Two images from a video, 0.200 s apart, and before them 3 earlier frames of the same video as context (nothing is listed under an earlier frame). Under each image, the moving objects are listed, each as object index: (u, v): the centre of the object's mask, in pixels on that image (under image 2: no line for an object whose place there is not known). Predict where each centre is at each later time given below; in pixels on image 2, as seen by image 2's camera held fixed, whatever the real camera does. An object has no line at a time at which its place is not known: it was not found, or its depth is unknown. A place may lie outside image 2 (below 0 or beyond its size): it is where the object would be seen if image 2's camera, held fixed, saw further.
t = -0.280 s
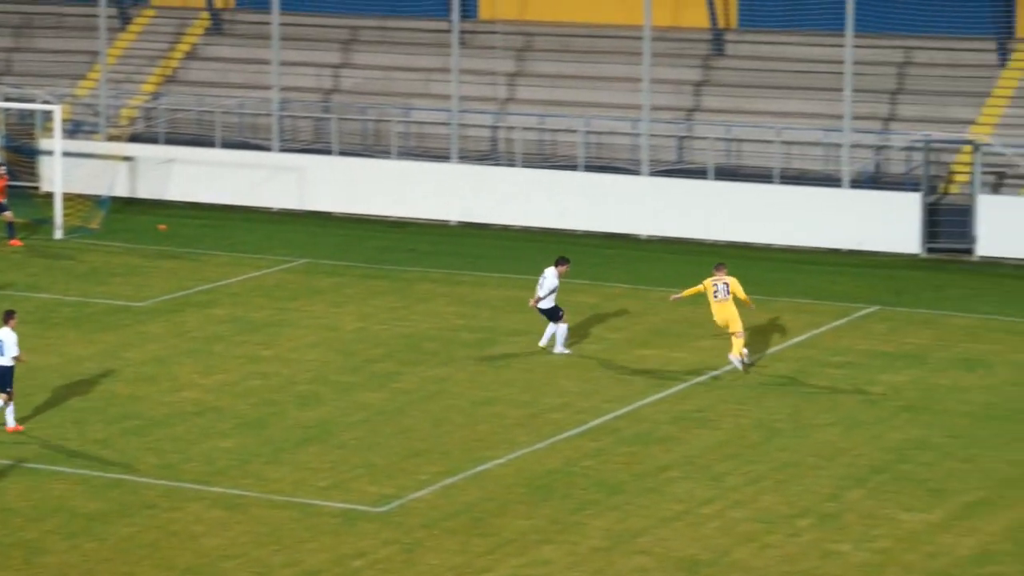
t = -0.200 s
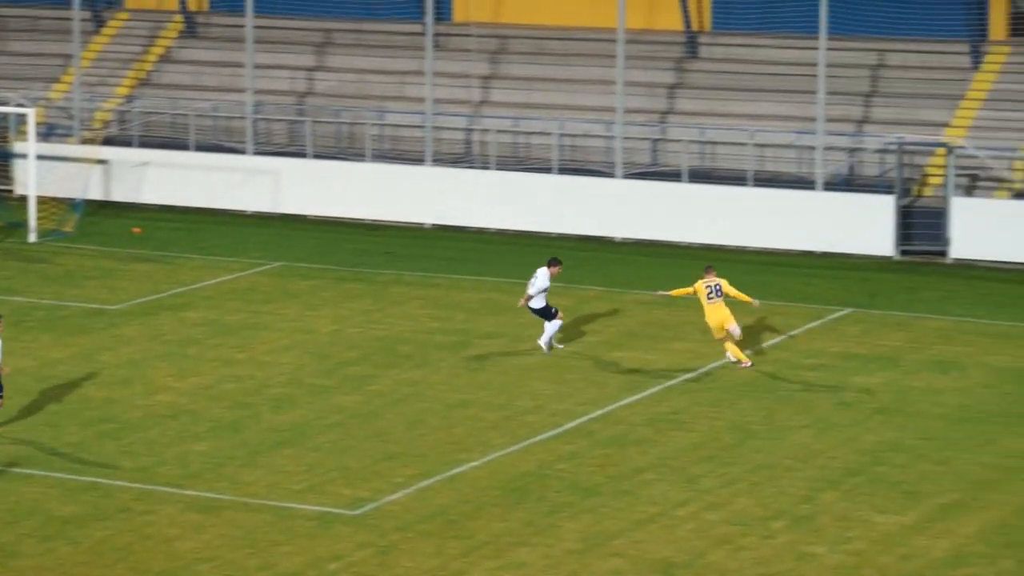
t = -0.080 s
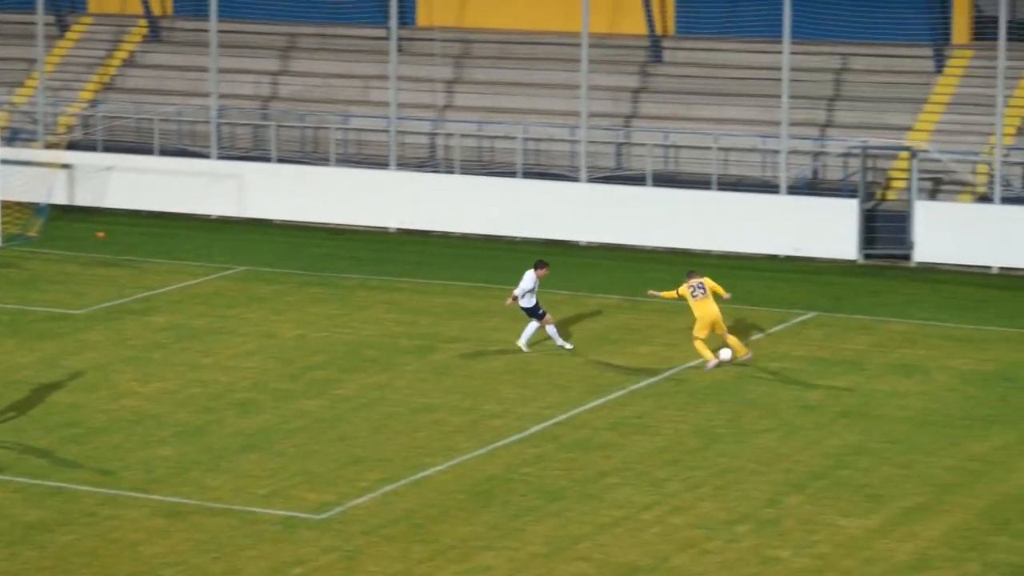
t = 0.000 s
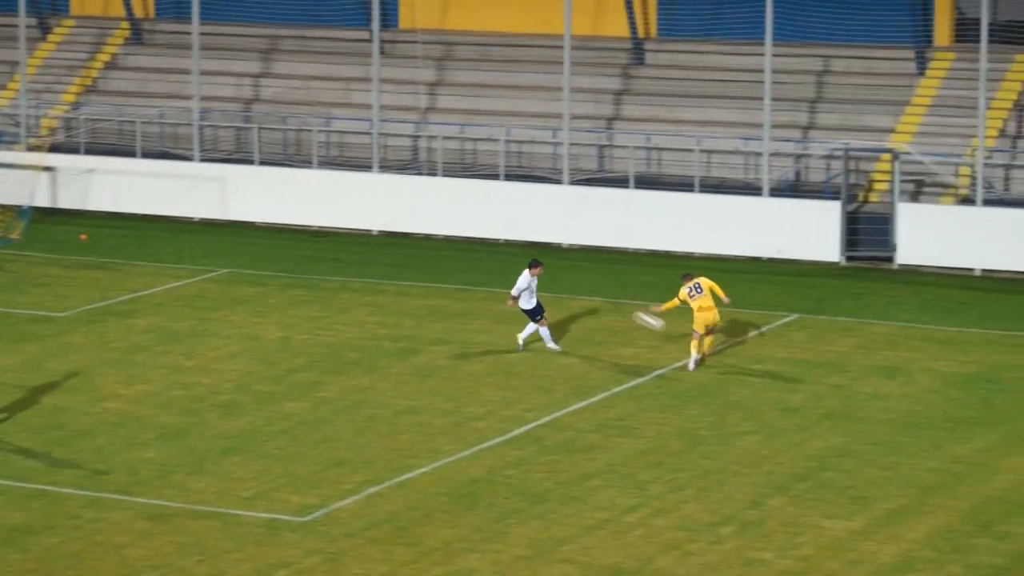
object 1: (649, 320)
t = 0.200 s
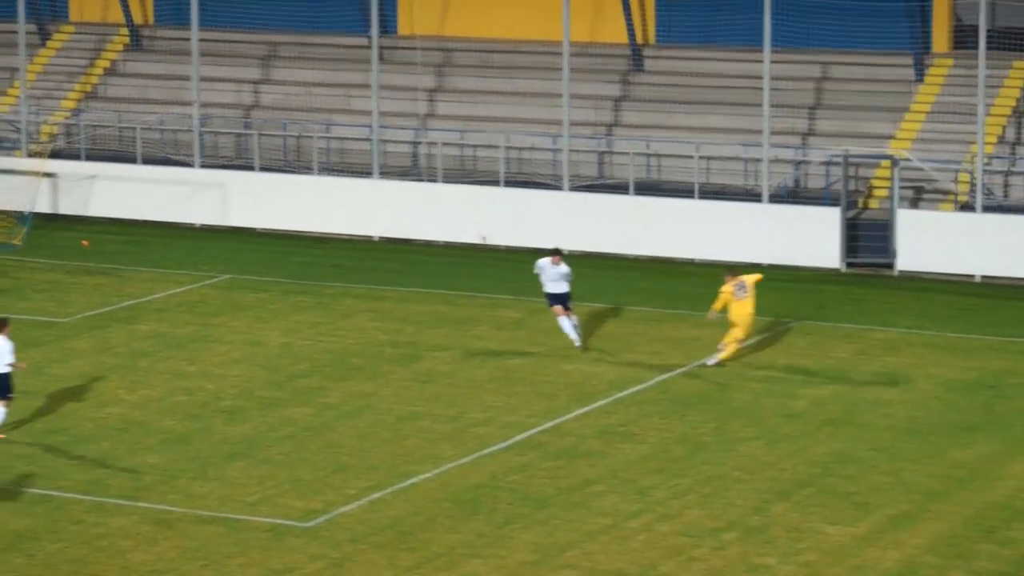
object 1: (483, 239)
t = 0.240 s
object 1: (458, 221)
